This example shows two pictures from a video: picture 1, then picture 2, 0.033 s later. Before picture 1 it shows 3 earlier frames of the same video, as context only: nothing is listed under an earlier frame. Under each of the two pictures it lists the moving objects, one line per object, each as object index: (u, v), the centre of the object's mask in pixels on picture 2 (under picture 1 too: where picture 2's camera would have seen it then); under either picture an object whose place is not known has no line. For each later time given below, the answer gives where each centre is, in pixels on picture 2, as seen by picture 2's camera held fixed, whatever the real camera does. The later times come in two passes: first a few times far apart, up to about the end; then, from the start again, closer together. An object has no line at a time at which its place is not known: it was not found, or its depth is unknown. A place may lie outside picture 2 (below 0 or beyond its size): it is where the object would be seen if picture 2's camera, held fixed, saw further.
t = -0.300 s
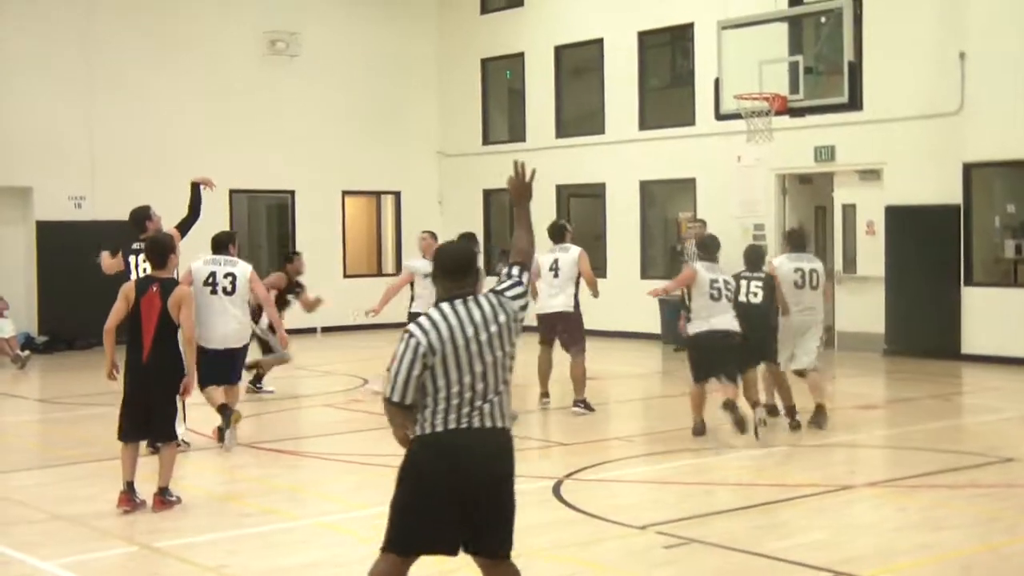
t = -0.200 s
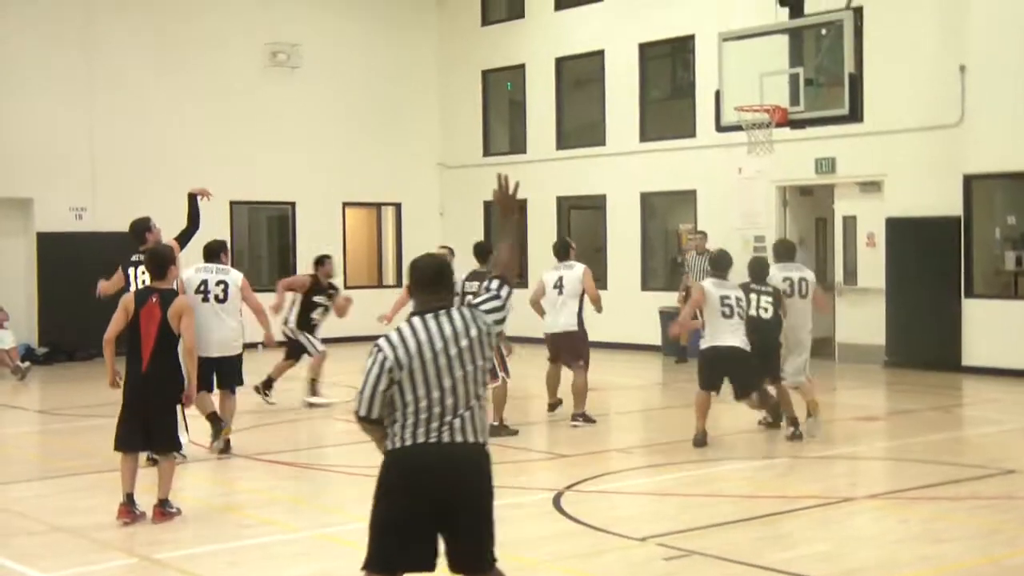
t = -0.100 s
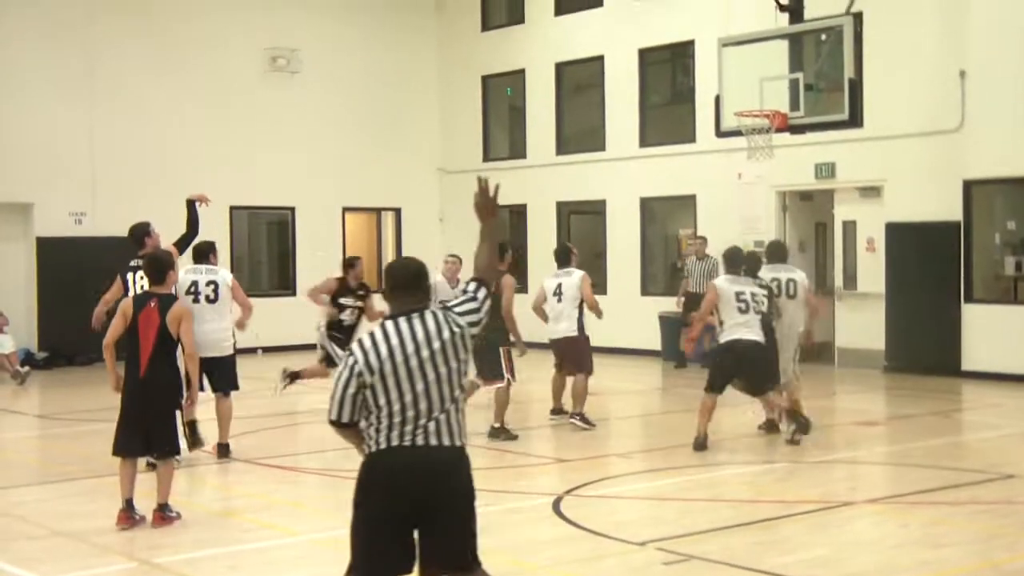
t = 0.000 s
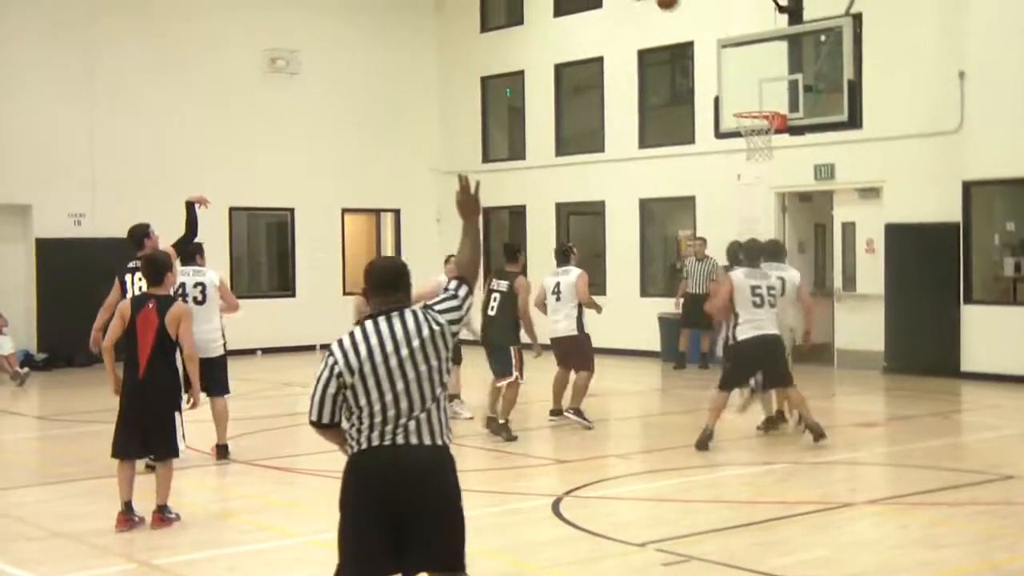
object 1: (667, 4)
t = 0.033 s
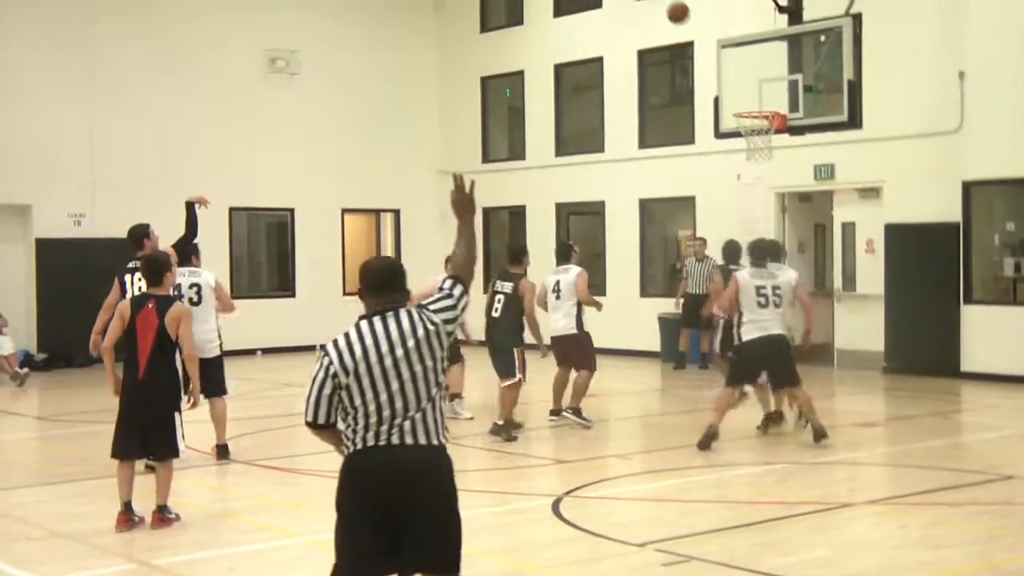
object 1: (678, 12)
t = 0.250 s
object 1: (741, 101)
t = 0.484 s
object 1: (767, 70)
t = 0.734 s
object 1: (751, 81)
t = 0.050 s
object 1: (683, 19)
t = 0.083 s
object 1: (693, 34)
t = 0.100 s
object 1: (699, 42)
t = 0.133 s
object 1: (708, 58)
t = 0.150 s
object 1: (714, 66)
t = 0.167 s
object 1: (718, 75)
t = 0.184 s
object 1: (724, 84)
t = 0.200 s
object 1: (728, 93)
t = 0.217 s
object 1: (733, 102)
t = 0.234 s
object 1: (737, 105)
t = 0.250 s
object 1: (741, 101)
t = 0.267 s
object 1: (745, 98)
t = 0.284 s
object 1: (749, 95)
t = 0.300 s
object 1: (753, 92)
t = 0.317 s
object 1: (757, 90)
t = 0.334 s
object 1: (762, 88)
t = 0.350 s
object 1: (765, 86)
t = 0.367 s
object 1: (769, 84)
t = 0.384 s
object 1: (773, 82)
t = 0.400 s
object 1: (772, 79)
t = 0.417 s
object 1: (772, 77)
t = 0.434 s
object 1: (771, 75)
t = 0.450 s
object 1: (770, 73)
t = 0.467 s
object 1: (769, 72)
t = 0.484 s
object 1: (767, 70)
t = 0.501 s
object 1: (766, 69)
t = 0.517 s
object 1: (765, 69)
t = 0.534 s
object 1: (764, 68)
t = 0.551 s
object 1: (764, 68)
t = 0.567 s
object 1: (762, 68)
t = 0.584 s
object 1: (761, 68)
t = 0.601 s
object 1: (760, 68)
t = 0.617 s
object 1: (759, 69)
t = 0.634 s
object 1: (758, 70)
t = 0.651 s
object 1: (757, 71)
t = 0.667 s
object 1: (756, 73)
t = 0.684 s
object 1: (755, 74)
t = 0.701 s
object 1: (754, 76)
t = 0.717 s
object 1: (753, 79)
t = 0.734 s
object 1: (751, 81)
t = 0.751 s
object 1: (750, 84)
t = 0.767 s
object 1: (749, 87)
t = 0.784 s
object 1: (748, 91)
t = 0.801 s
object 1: (747, 94)
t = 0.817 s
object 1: (746, 99)
